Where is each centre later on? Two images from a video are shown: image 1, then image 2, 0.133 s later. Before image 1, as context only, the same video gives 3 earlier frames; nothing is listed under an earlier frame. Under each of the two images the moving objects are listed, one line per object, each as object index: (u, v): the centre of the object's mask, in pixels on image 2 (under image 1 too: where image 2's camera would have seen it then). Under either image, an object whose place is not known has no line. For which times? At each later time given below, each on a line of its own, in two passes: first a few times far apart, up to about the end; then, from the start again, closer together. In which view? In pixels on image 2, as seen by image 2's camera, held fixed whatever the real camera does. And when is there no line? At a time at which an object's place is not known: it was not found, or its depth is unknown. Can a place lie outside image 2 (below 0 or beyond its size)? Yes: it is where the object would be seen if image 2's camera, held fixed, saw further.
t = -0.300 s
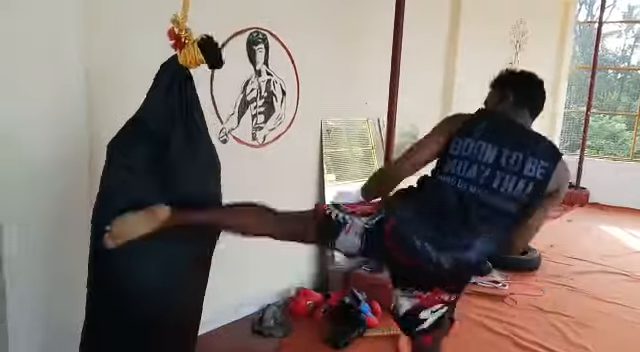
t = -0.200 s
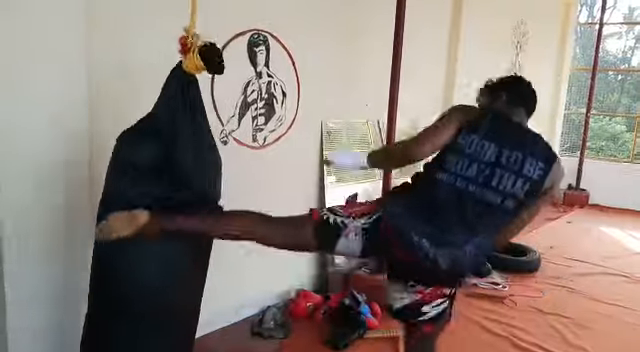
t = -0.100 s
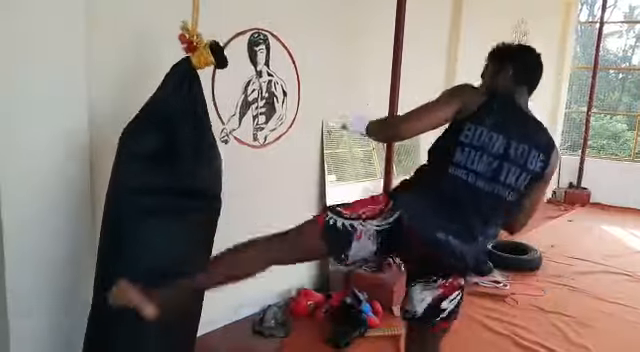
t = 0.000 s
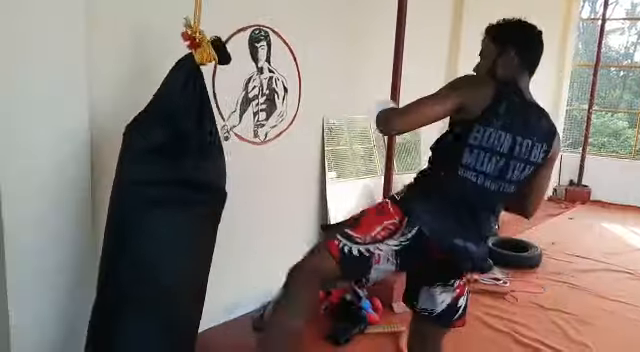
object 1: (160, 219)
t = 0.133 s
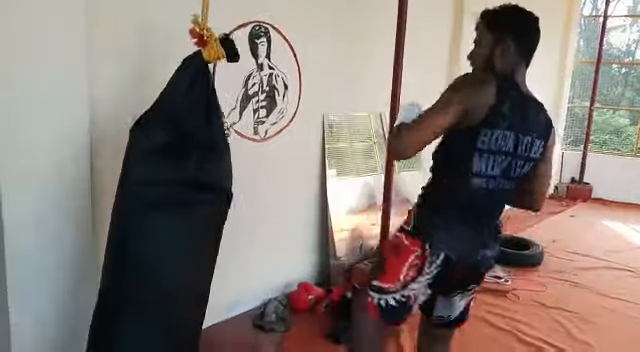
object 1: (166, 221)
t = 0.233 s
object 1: (171, 220)
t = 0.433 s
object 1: (181, 220)
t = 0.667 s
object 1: (181, 220)
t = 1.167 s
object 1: (169, 213)
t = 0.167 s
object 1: (168, 221)
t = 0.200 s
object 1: (169, 221)
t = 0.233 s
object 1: (171, 220)
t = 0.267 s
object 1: (173, 221)
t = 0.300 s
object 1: (176, 220)
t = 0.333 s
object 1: (177, 220)
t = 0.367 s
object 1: (179, 219)
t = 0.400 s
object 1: (180, 221)
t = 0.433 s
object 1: (181, 220)
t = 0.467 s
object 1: (182, 219)
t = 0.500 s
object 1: (183, 219)
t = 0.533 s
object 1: (182, 219)
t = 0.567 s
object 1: (182, 219)
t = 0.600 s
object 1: (182, 220)
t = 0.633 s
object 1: (181, 220)
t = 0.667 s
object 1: (181, 220)
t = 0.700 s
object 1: (181, 220)
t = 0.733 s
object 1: (181, 216)
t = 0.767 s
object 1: (180, 215)
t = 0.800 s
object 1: (179, 216)
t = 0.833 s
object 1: (178, 215)
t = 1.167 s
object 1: (169, 213)
